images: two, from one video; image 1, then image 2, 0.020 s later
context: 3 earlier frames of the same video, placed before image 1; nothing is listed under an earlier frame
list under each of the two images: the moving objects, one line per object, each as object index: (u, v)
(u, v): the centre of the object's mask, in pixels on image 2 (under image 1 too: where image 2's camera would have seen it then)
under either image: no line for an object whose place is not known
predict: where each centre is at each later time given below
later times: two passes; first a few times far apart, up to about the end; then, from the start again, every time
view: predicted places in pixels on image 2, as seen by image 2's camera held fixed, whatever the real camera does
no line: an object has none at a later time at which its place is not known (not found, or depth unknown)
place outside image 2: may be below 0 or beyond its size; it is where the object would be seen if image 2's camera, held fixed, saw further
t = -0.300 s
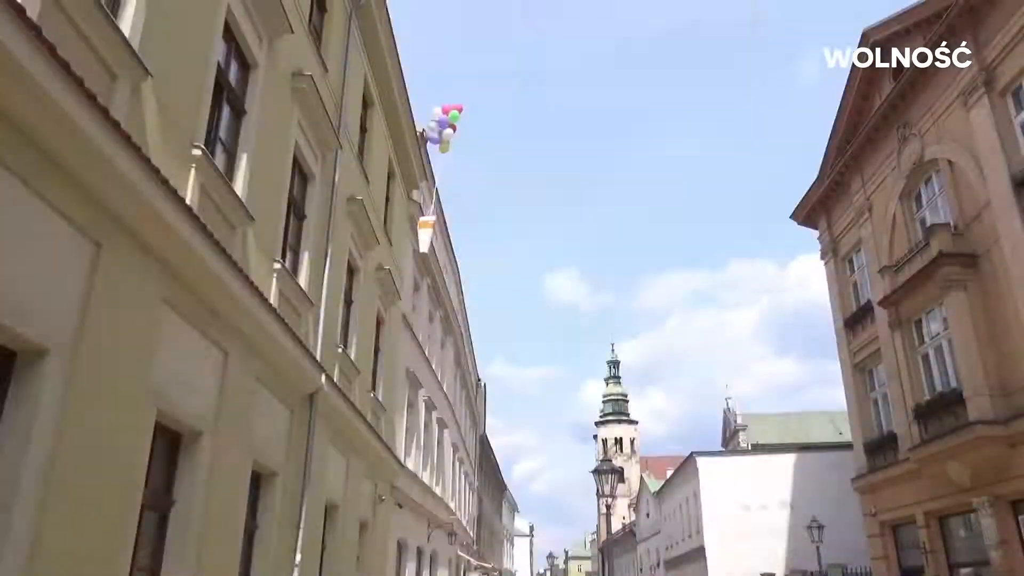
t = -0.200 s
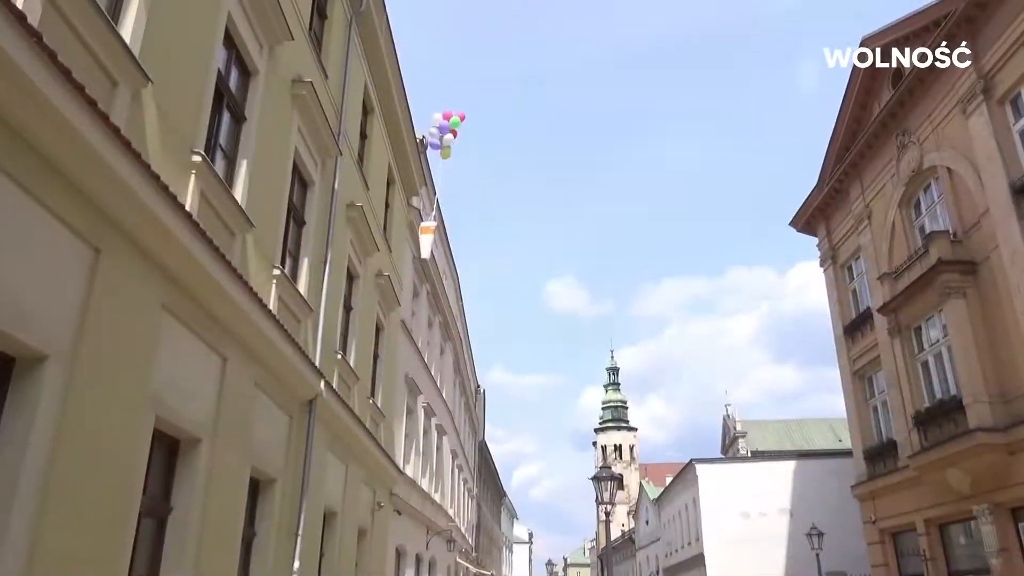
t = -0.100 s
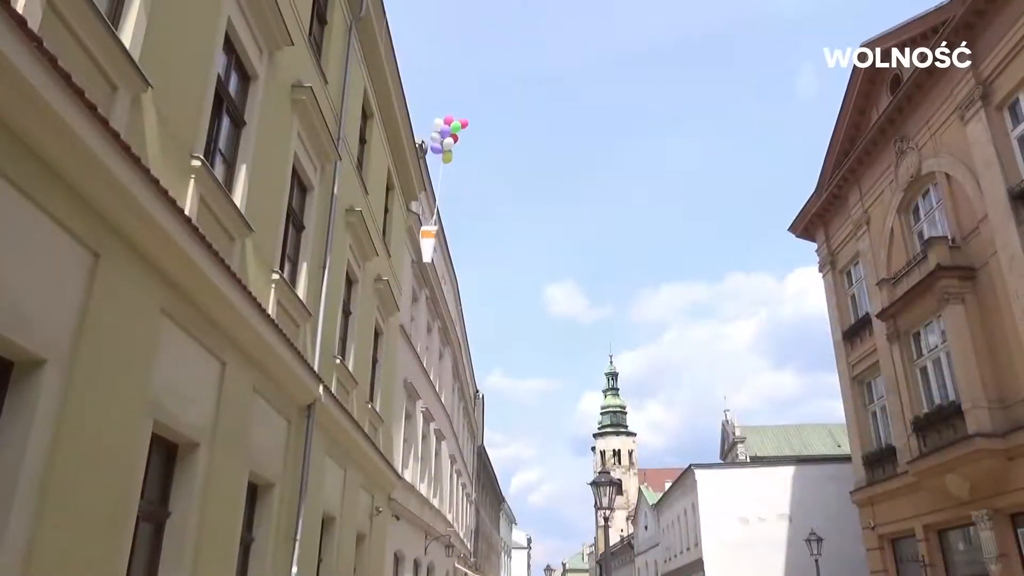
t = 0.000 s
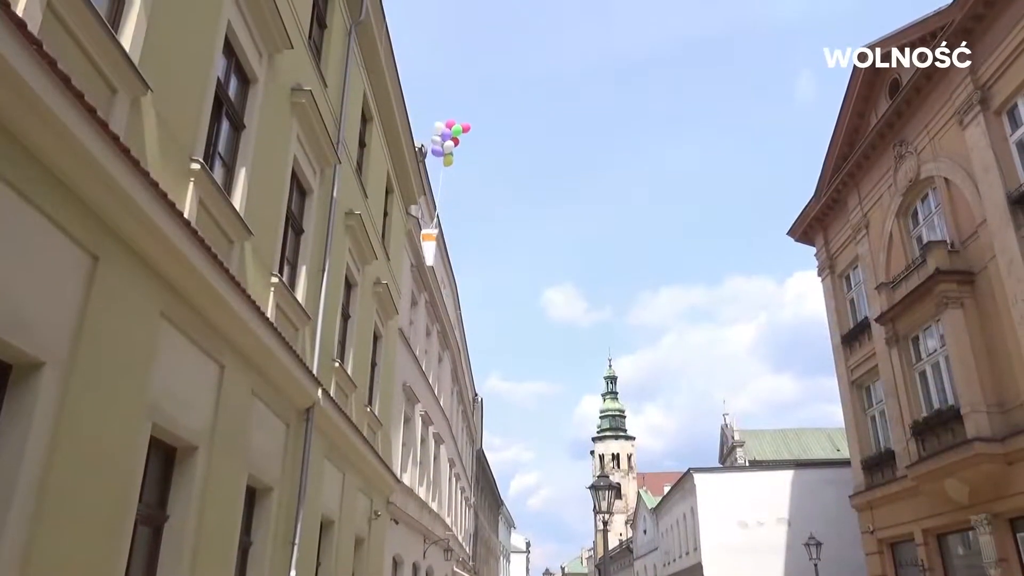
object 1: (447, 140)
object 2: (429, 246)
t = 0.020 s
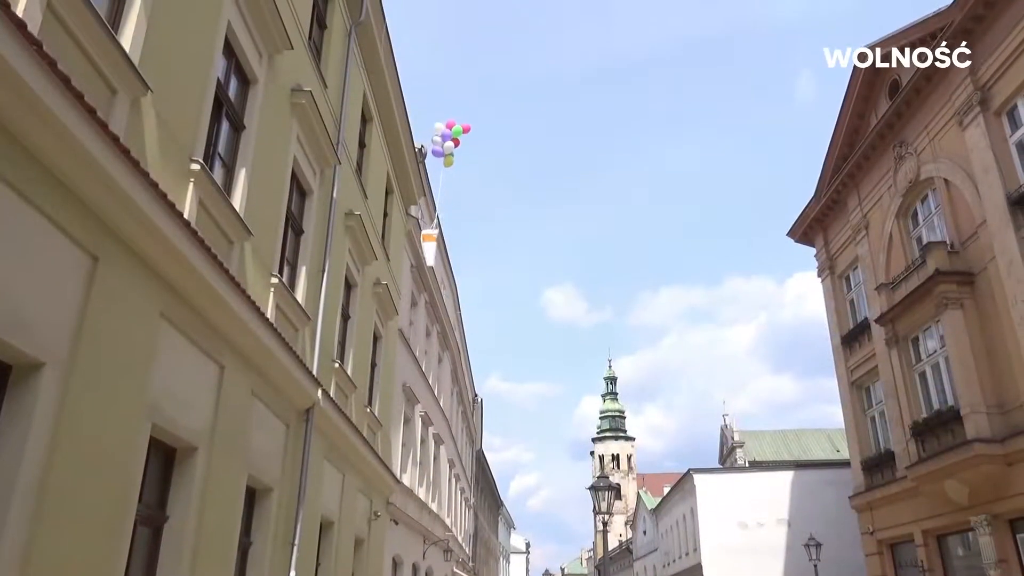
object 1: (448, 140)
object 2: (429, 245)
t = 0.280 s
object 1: (453, 141)
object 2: (437, 244)
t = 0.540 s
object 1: (458, 141)
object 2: (447, 244)
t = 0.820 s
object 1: (465, 144)
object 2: (455, 245)
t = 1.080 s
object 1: (471, 147)
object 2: (461, 246)
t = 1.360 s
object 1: (478, 151)
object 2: (467, 247)
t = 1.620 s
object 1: (486, 155)
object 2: (473, 248)
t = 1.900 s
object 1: (495, 158)
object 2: (481, 248)
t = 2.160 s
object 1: (504, 162)
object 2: (489, 248)
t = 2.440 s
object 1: (513, 163)
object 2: (497, 247)
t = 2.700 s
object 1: (522, 163)
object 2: (504, 245)
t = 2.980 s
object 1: (531, 164)
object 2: (512, 245)
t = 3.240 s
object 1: (538, 164)
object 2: (518, 245)
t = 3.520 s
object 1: (546, 166)
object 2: (524, 247)
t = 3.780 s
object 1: (552, 167)
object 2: (531, 250)
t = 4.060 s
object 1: (559, 169)
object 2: (540, 253)
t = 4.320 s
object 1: (564, 171)
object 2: (550, 256)
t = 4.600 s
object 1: (570, 173)
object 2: (563, 260)
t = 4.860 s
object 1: (574, 175)
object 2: (578, 263)
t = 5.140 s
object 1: (580, 176)
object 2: (595, 265)
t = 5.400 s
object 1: (586, 174)
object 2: (611, 265)
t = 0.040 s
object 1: (448, 140)
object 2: (430, 245)
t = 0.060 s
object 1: (448, 140)
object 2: (430, 245)
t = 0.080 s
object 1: (449, 140)
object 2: (431, 245)
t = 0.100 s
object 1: (449, 140)
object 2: (432, 245)
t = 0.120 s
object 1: (449, 140)
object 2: (432, 245)
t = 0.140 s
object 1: (450, 140)
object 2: (433, 244)
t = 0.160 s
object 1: (450, 140)
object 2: (433, 244)
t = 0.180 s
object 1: (451, 140)
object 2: (434, 244)
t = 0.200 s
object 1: (451, 140)
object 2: (434, 244)
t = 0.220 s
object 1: (451, 140)
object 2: (435, 244)
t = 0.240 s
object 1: (452, 141)
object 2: (435, 244)
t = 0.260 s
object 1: (452, 140)
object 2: (436, 244)
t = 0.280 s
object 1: (453, 141)
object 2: (437, 244)
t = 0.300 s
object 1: (453, 141)
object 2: (438, 244)
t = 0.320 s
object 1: (453, 141)
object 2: (439, 244)
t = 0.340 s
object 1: (454, 141)
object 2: (439, 244)
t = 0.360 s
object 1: (454, 141)
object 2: (440, 244)
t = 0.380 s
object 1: (455, 141)
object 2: (441, 244)
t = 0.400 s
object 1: (455, 141)
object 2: (441, 244)
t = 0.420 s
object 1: (456, 141)
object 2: (442, 244)
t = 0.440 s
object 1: (456, 141)
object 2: (443, 244)
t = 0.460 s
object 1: (457, 141)
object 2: (444, 244)
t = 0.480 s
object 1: (457, 141)
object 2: (444, 244)
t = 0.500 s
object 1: (457, 141)
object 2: (445, 244)
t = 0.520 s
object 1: (458, 141)
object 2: (446, 244)
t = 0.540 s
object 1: (458, 141)
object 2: (447, 244)
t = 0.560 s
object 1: (459, 141)
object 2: (447, 244)
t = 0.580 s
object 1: (459, 142)
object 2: (448, 244)
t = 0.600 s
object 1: (460, 142)
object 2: (449, 244)
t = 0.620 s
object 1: (460, 142)
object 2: (449, 244)
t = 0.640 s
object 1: (460, 142)
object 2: (450, 244)
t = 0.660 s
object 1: (461, 142)
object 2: (451, 245)
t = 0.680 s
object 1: (461, 142)
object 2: (451, 245)
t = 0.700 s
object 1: (462, 143)
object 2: (452, 245)
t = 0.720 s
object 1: (462, 143)
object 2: (453, 245)
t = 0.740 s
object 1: (463, 143)
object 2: (453, 245)
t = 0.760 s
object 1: (463, 143)
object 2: (454, 245)
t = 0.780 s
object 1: (464, 143)
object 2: (454, 245)
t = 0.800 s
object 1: (464, 144)
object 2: (455, 245)
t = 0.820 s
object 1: (465, 144)
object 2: (455, 245)
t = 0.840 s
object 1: (465, 144)
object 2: (456, 245)
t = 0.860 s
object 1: (465, 144)
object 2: (456, 246)
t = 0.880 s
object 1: (466, 145)
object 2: (457, 245)
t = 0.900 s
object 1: (466, 145)
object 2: (458, 246)
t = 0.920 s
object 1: (467, 145)
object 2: (458, 246)
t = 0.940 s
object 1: (467, 145)
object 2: (458, 246)
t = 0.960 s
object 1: (468, 145)
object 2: (459, 246)
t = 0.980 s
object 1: (468, 146)
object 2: (459, 246)
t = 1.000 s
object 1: (469, 146)
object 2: (460, 246)
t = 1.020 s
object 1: (469, 146)
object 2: (460, 246)
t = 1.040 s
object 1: (470, 147)
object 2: (460, 246)
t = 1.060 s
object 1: (470, 147)
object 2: (461, 246)
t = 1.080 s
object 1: (471, 147)
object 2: (461, 246)
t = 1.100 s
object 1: (471, 148)
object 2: (462, 246)
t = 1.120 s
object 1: (472, 148)
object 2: (462, 246)
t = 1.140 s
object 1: (472, 148)
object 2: (462, 246)
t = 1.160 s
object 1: (473, 149)
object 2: (463, 246)
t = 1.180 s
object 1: (473, 149)
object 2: (463, 246)
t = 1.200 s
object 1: (474, 149)
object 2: (464, 246)
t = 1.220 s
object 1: (474, 149)
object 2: (464, 246)
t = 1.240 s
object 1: (475, 150)
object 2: (465, 247)
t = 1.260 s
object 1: (475, 150)
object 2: (465, 247)
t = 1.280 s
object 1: (476, 150)
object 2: (466, 247)
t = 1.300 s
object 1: (476, 150)
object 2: (466, 247)
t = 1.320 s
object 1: (477, 151)
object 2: (466, 247)
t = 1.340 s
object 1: (478, 151)
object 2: (467, 247)
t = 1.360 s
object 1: (478, 151)
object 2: (467, 247)
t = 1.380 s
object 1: (479, 152)
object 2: (468, 247)
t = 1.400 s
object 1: (479, 152)
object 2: (468, 248)
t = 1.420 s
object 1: (480, 152)
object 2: (468, 248)
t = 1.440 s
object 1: (481, 153)
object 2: (469, 248)
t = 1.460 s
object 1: (481, 153)
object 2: (469, 248)
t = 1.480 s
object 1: (482, 153)
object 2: (470, 248)
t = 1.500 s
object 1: (482, 154)
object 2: (470, 248)
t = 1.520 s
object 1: (483, 154)
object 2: (471, 248)
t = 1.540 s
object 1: (483, 154)
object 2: (471, 248)
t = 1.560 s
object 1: (484, 154)
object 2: (472, 248)
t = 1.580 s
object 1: (485, 154)
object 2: (472, 248)
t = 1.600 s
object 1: (485, 155)
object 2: (473, 248)
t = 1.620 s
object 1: (486, 155)
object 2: (473, 248)
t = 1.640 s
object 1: (487, 155)
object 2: (474, 248)
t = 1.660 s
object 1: (487, 155)
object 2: (474, 248)
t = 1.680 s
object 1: (488, 156)
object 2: (475, 248)
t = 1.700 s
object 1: (489, 156)
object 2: (475, 248)
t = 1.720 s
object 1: (489, 156)
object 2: (476, 249)
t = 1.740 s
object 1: (490, 157)
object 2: (476, 248)
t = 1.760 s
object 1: (491, 157)
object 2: (477, 249)
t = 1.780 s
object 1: (491, 157)
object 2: (478, 248)
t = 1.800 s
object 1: (492, 157)
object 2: (478, 248)
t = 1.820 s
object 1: (493, 158)
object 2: (479, 248)
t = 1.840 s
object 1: (493, 158)
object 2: (479, 248)
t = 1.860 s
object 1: (494, 158)
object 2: (480, 248)
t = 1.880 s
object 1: (495, 158)
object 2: (480, 248)
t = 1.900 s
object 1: (495, 158)
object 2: (481, 248)
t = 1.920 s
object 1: (496, 159)
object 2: (482, 248)
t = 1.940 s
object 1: (497, 159)
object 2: (482, 249)
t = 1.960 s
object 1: (497, 159)
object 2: (483, 248)
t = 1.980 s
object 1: (498, 160)
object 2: (484, 249)
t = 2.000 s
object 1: (499, 160)
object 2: (484, 249)
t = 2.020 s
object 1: (499, 160)
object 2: (485, 249)
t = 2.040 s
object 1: (500, 160)
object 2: (486, 249)
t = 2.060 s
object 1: (501, 161)
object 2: (486, 249)
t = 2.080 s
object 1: (501, 161)
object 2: (487, 249)
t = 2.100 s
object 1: (502, 161)
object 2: (487, 249)
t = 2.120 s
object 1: (502, 161)
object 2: (488, 248)
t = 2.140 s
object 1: (503, 161)
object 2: (489, 249)
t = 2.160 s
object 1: (504, 162)
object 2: (489, 248)
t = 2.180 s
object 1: (504, 162)
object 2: (490, 248)
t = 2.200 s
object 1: (505, 162)
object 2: (490, 248)
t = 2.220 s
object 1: (506, 162)
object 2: (491, 248)
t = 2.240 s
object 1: (506, 162)
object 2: (491, 248)
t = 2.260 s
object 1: (507, 163)
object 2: (492, 248)
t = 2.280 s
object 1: (508, 162)
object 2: (492, 248)
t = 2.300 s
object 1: (508, 163)
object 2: (493, 248)
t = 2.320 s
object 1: (509, 163)
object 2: (494, 248)
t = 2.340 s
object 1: (510, 163)
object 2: (494, 247)
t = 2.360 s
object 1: (510, 163)
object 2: (495, 247)
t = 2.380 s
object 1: (511, 163)
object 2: (495, 247)
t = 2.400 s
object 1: (512, 163)
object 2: (496, 247)
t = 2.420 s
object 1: (513, 163)
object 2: (496, 247)
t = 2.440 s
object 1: (513, 163)
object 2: (497, 247)
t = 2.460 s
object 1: (514, 163)
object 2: (497, 246)
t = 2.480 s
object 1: (515, 163)
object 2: (498, 246)
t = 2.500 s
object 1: (515, 163)
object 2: (499, 246)
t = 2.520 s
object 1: (516, 164)
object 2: (499, 246)
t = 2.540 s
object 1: (517, 163)
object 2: (500, 246)
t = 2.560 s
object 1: (517, 163)
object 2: (500, 246)
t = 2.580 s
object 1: (518, 163)
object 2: (501, 246)
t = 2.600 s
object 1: (519, 163)
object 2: (501, 246)
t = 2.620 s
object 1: (519, 163)
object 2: (502, 246)
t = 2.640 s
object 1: (520, 163)
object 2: (503, 245)
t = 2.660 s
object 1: (521, 163)
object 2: (503, 245)
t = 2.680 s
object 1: (521, 163)
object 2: (504, 245)
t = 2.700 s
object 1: (522, 163)
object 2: (504, 245)
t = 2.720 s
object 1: (523, 163)
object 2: (505, 245)
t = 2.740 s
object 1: (523, 163)
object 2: (505, 245)
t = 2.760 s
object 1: (524, 163)
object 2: (506, 245)
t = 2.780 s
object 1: (525, 163)
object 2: (506, 245)
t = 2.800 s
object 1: (525, 163)
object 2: (507, 245)
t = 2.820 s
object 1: (526, 163)
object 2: (508, 245)
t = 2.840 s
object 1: (527, 163)
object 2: (508, 245)
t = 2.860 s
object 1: (527, 163)
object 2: (508, 245)
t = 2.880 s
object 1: (528, 163)
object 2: (509, 245)
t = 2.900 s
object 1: (528, 163)
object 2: (509, 245)
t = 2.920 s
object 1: (529, 163)
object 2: (510, 245)
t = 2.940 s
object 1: (530, 164)
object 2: (510, 245)
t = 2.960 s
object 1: (530, 164)
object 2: (511, 245)
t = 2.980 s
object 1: (531, 164)
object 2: (512, 245)
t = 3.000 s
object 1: (531, 164)
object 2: (512, 245)
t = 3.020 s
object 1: (532, 164)
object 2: (513, 245)
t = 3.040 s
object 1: (533, 164)
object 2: (513, 245)
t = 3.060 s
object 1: (533, 164)
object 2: (513, 245)
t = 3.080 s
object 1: (534, 164)
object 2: (514, 246)
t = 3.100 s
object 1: (534, 164)
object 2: (515, 246)
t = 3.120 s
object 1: (535, 164)
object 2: (515, 246)
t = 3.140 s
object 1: (535, 164)
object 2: (515, 245)
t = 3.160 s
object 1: (536, 164)
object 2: (516, 245)
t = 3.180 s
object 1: (536, 164)
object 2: (516, 246)
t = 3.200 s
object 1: (537, 164)
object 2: (517, 245)
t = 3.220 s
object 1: (538, 164)
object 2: (517, 246)
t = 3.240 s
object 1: (538, 164)
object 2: (518, 245)
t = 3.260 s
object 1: (539, 164)
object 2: (519, 245)
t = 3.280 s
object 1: (539, 165)
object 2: (519, 245)
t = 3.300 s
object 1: (540, 165)
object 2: (519, 246)
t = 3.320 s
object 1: (540, 165)
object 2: (520, 246)
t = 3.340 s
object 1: (541, 165)
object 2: (520, 246)
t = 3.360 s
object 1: (541, 165)
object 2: (521, 246)
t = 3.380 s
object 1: (542, 165)
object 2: (521, 246)
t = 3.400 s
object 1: (543, 165)
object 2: (522, 246)
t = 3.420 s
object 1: (543, 165)
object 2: (522, 246)
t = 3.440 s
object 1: (543, 166)
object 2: (522, 246)
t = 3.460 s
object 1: (544, 166)
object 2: (523, 246)
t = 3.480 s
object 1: (544, 166)
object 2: (523, 247)
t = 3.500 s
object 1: (545, 166)
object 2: (524, 247)
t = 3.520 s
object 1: (546, 166)
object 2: (524, 247)
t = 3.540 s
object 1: (546, 166)
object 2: (525, 247)
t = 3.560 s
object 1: (546, 166)
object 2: (525, 247)
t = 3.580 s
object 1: (547, 166)
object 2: (526, 247)
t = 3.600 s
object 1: (548, 166)
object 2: (526, 248)
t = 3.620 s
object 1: (548, 166)
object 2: (527, 248)
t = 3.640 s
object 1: (549, 167)
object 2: (527, 248)
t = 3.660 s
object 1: (549, 167)
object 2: (528, 248)
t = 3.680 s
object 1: (550, 167)
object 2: (529, 248)
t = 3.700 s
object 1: (550, 167)
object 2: (529, 249)
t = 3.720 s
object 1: (551, 167)
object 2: (530, 249)
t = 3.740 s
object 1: (551, 167)
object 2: (530, 249)
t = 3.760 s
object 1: (552, 167)
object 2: (531, 250)
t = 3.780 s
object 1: (552, 167)
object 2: (531, 250)
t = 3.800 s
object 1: (553, 167)
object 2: (532, 250)
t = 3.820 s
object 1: (553, 168)
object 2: (532, 250)
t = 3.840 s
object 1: (554, 168)
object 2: (533, 250)
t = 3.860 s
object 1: (554, 168)
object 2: (534, 250)
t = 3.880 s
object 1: (554, 168)
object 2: (534, 251)
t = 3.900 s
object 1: (555, 168)
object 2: (535, 251)
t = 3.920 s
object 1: (555, 168)
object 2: (535, 251)
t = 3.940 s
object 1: (556, 168)
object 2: (536, 252)
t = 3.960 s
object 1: (556, 168)
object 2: (537, 252)
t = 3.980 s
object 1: (557, 169)
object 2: (537, 252)
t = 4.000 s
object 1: (557, 169)
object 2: (538, 252)
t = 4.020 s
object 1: (558, 169)
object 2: (539, 252)
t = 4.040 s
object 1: (558, 169)
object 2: (539, 253)
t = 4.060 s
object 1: (559, 169)
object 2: (540, 253)
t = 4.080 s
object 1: (559, 169)
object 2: (541, 253)
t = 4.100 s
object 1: (559, 169)
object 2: (542, 253)
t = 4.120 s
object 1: (560, 170)
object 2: (542, 254)
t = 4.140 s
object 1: (560, 170)
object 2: (543, 254)
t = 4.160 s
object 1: (561, 170)
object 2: (544, 254)
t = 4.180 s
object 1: (561, 170)
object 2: (545, 254)
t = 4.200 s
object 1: (561, 170)
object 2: (545, 254)
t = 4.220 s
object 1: (562, 171)
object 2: (546, 255)
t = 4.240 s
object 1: (562, 171)
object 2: (547, 255)
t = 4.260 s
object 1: (563, 171)
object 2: (548, 255)
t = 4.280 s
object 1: (563, 171)
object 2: (549, 256)
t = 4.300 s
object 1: (564, 171)
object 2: (549, 256)
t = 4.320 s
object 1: (564, 171)
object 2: (550, 256)
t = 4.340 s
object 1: (564, 171)
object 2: (551, 256)
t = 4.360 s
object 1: (565, 171)
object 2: (552, 257)
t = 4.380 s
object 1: (565, 171)
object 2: (553, 257)
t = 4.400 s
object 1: (566, 172)
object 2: (554, 257)
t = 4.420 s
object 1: (566, 172)
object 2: (555, 258)
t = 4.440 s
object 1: (567, 172)
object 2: (556, 258)
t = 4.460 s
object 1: (567, 172)
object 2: (556, 258)
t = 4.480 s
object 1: (567, 172)
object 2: (557, 259)
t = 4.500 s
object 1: (568, 172)
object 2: (558, 258)
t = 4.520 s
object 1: (568, 172)
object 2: (559, 258)
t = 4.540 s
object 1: (568, 172)
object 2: (560, 259)
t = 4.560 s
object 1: (569, 173)
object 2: (561, 259)
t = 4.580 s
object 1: (569, 173)
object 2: (562, 260)
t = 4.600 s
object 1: (570, 173)
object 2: (563, 260)
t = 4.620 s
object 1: (570, 173)
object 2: (564, 260)
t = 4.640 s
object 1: (570, 173)
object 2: (565, 260)
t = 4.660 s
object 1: (571, 174)
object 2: (566, 260)
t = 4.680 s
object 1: (571, 174)
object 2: (568, 261)
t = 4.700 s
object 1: (572, 174)
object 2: (569, 261)
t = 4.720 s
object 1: (572, 174)
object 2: (570, 261)
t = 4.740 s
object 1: (572, 174)
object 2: (571, 261)
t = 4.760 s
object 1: (573, 174)
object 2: (572, 262)
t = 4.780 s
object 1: (573, 175)
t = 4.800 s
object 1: (573, 175)
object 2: (574, 262)
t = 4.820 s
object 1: (574, 175)
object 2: (575, 262)
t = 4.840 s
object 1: (574, 175)
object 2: (577, 263)
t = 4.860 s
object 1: (574, 175)
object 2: (578, 263)
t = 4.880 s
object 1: (575, 175)
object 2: (579, 264)
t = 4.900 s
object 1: (575, 176)
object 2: (580, 264)
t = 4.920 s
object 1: (575, 176)
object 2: (581, 264)
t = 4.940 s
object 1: (576, 176)
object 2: (582, 264)
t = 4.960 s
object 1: (576, 176)
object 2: (584, 265)
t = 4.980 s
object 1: (576, 176)
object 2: (585, 265)
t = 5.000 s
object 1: (577, 176)
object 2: (586, 265)
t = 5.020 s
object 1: (577, 176)
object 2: (587, 265)
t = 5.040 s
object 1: (578, 176)
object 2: (588, 265)
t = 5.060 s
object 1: (578, 177)
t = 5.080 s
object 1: (579, 177)
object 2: (591, 265)
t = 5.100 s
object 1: (579, 176)
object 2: (592, 265)
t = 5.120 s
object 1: (580, 177)
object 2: (594, 266)
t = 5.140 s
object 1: (580, 176)
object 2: (595, 265)
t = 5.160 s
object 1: (580, 177)
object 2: (596, 265)
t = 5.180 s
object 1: (581, 176)
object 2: (598, 265)
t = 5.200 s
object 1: (581, 176)
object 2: (599, 266)
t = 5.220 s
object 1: (582, 176)
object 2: (600, 266)
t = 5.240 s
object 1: (582, 176)
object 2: (601, 266)
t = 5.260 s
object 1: (583, 176)
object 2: (602, 266)
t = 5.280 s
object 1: (583, 176)
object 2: (603, 266)
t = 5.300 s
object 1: (584, 176)
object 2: (605, 265)
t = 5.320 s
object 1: (584, 175)
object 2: (606, 265)
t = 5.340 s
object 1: (585, 174)
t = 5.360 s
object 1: (585, 174)
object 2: (608, 265)
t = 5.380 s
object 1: (586, 174)
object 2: (610, 264)
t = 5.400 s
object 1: (586, 174)
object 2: (611, 265)
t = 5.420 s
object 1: (587, 174)
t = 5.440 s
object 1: (588, 174)
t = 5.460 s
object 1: (588, 174)
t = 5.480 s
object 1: (589, 174)
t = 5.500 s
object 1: (589, 175)
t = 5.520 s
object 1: (590, 174)
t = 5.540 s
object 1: (591, 175)
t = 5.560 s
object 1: (591, 175)
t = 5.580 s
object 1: (592, 175)
